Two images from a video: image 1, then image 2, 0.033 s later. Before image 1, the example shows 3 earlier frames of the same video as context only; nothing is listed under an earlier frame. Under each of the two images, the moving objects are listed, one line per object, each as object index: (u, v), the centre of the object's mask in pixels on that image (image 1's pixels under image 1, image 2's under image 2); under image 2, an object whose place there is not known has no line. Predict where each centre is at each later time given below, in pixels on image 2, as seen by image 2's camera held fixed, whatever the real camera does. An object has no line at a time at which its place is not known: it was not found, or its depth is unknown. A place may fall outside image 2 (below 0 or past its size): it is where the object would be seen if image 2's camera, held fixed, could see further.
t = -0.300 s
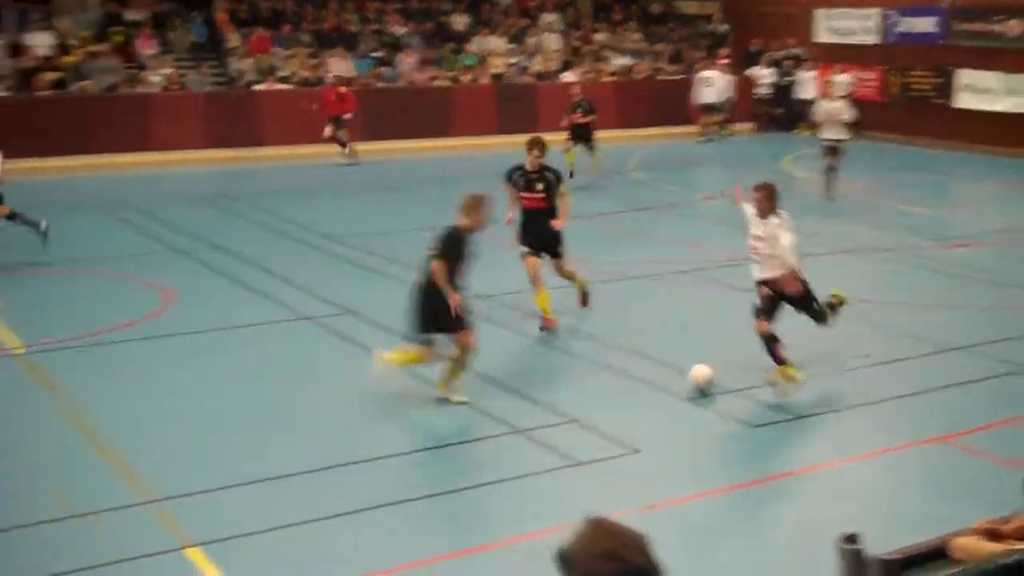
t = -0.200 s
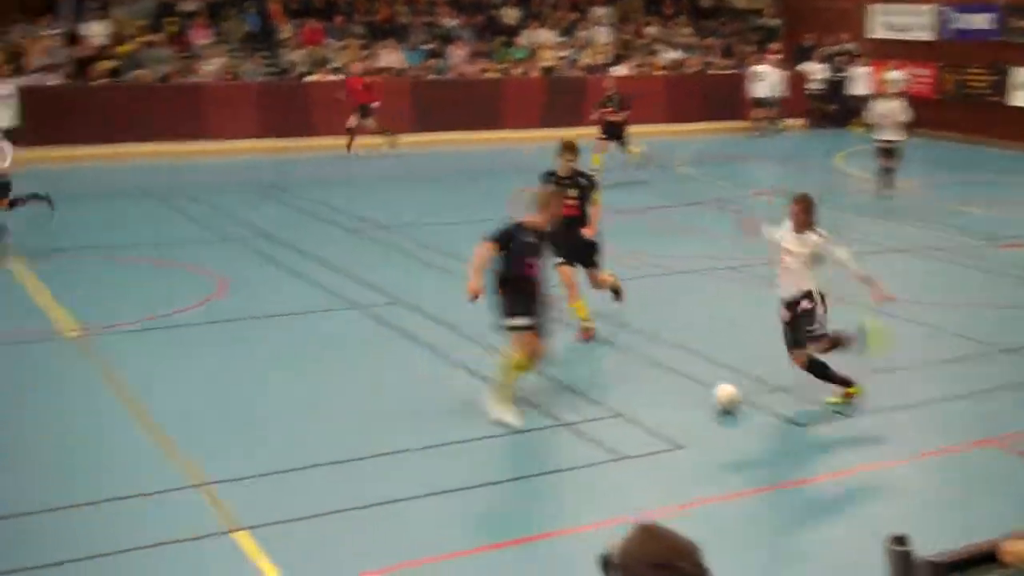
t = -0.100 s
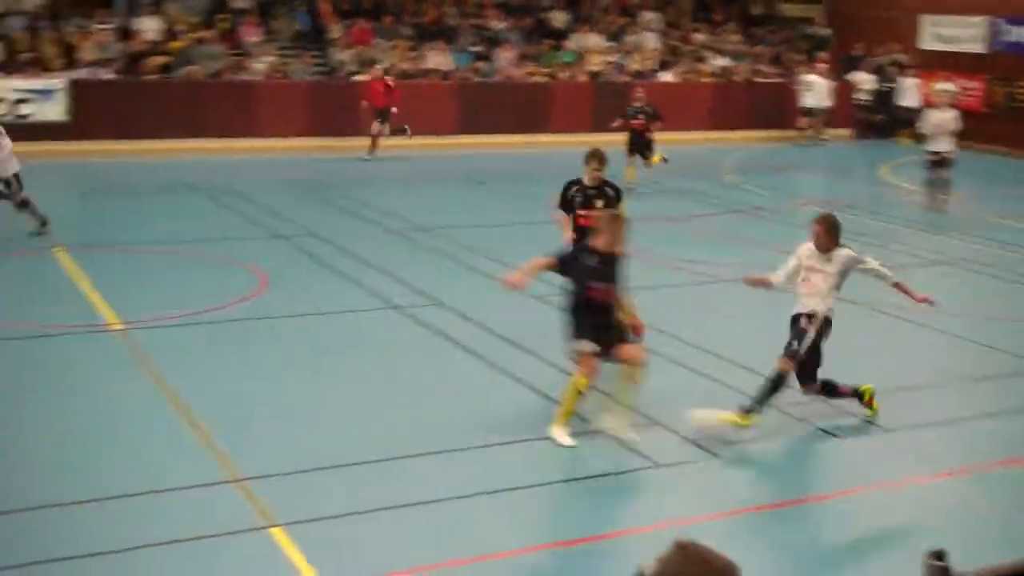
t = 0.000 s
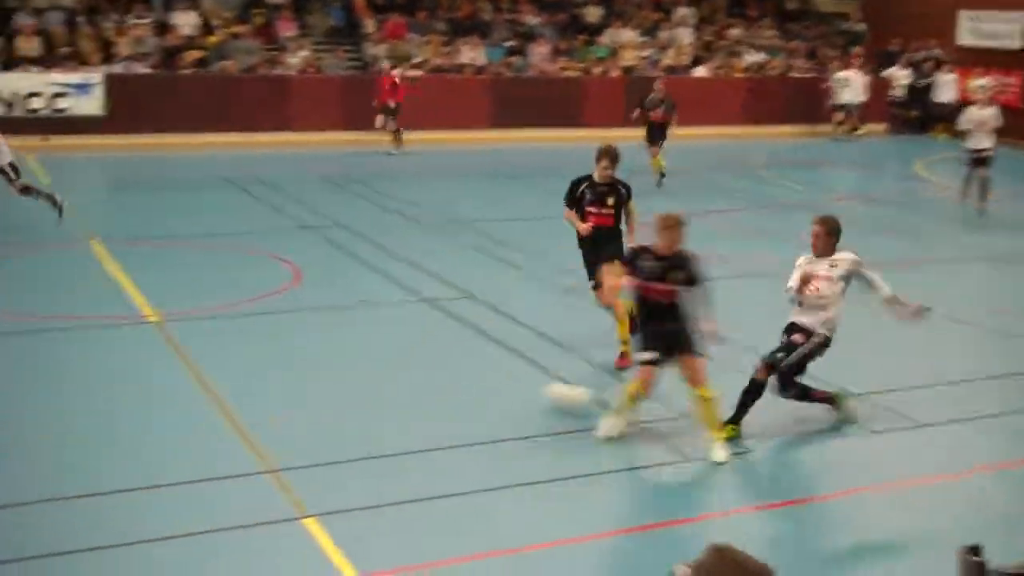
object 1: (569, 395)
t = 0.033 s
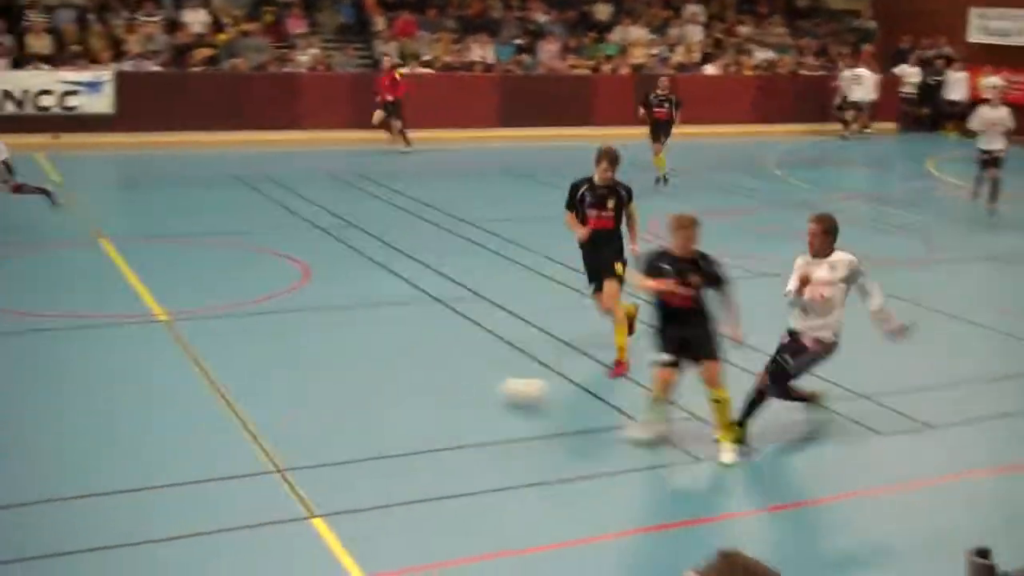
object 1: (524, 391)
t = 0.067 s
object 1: (472, 385)
